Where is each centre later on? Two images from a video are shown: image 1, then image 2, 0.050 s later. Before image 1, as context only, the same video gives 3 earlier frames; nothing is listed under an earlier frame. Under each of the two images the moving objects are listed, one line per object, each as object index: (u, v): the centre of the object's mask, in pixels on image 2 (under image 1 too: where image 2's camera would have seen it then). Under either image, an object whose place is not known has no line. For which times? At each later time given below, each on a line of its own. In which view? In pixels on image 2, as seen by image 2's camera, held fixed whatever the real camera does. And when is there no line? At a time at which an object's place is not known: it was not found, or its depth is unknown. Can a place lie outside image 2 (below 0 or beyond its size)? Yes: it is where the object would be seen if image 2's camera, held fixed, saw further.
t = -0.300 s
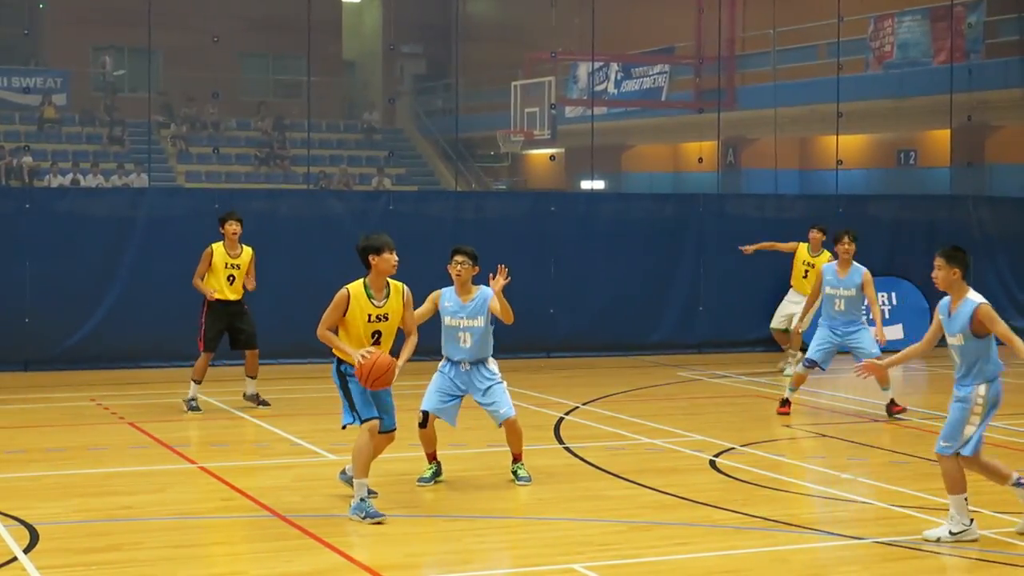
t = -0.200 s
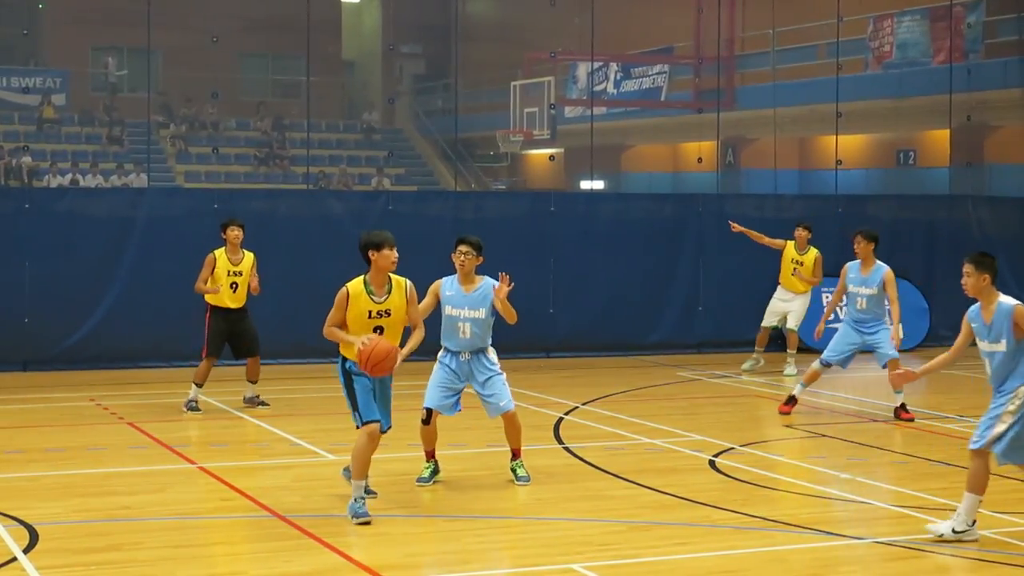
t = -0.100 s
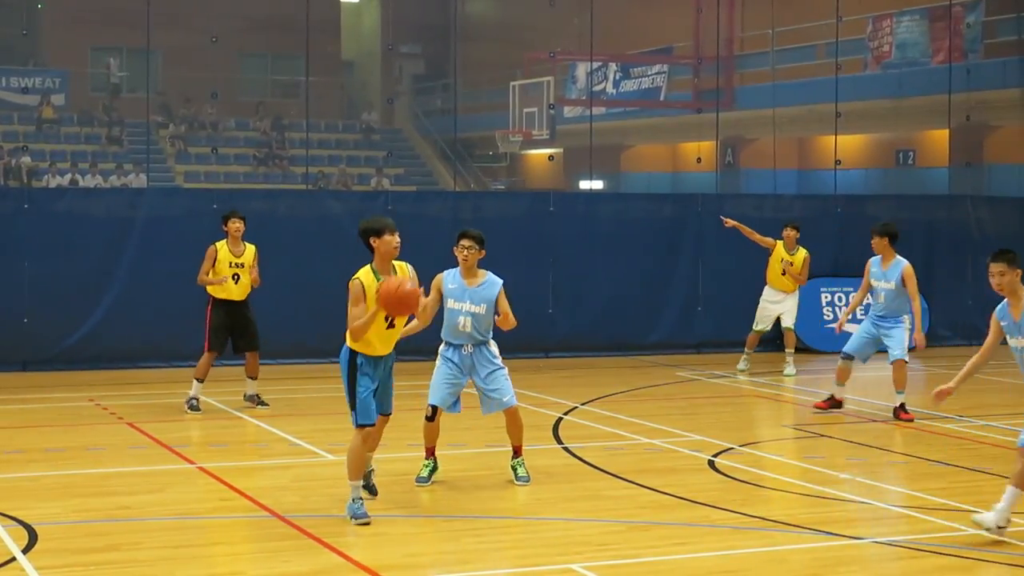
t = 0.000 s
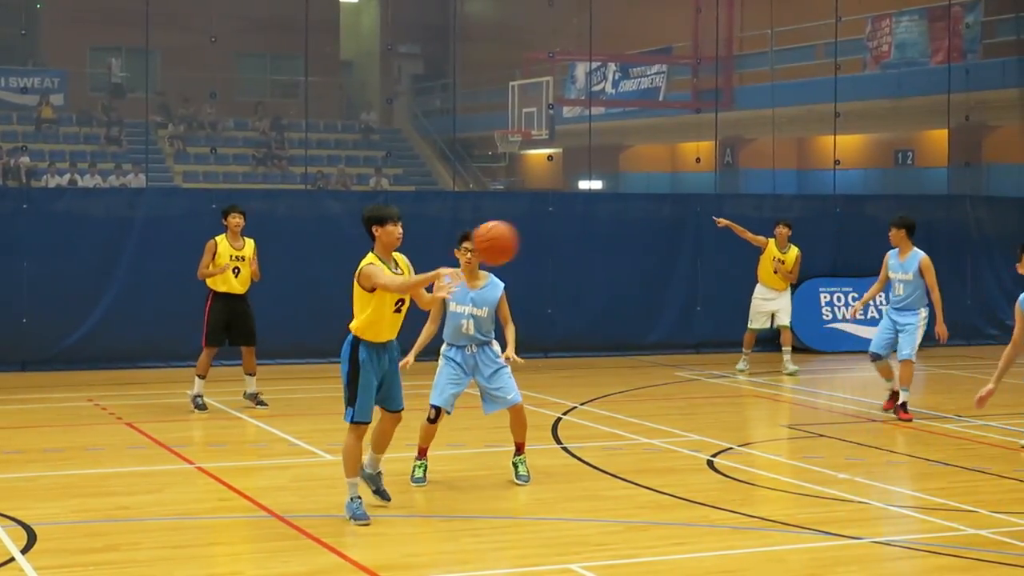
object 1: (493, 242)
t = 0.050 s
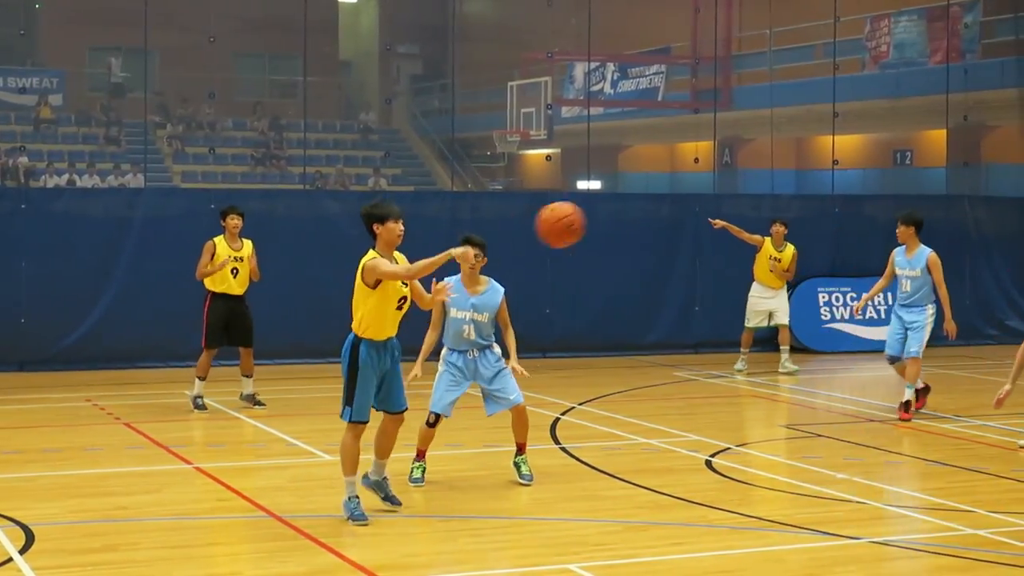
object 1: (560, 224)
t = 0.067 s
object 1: (584, 219)
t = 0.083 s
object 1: (607, 214)
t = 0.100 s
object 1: (631, 209)
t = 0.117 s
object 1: (655, 205)
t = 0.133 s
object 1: (679, 201)
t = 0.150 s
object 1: (703, 198)
